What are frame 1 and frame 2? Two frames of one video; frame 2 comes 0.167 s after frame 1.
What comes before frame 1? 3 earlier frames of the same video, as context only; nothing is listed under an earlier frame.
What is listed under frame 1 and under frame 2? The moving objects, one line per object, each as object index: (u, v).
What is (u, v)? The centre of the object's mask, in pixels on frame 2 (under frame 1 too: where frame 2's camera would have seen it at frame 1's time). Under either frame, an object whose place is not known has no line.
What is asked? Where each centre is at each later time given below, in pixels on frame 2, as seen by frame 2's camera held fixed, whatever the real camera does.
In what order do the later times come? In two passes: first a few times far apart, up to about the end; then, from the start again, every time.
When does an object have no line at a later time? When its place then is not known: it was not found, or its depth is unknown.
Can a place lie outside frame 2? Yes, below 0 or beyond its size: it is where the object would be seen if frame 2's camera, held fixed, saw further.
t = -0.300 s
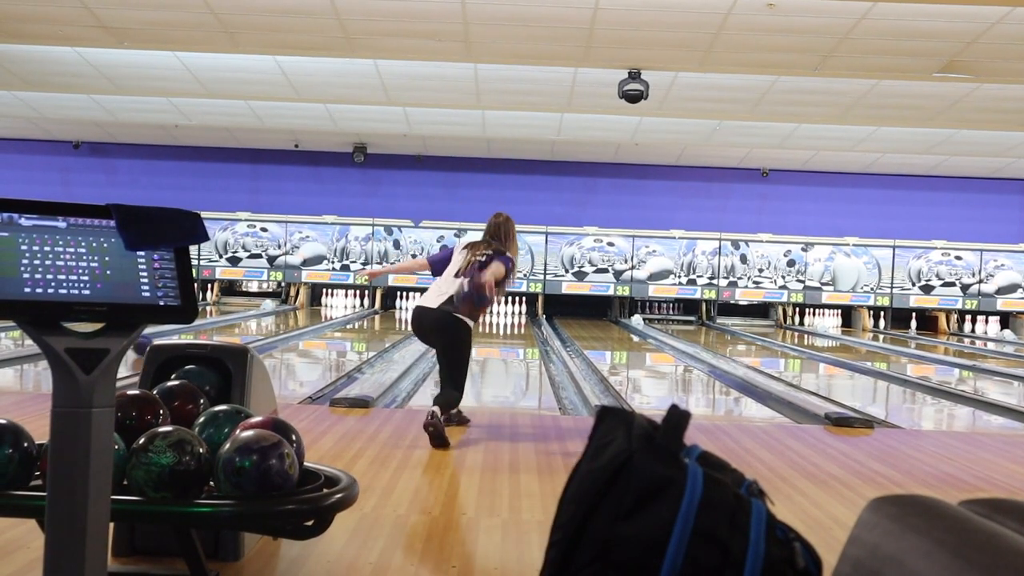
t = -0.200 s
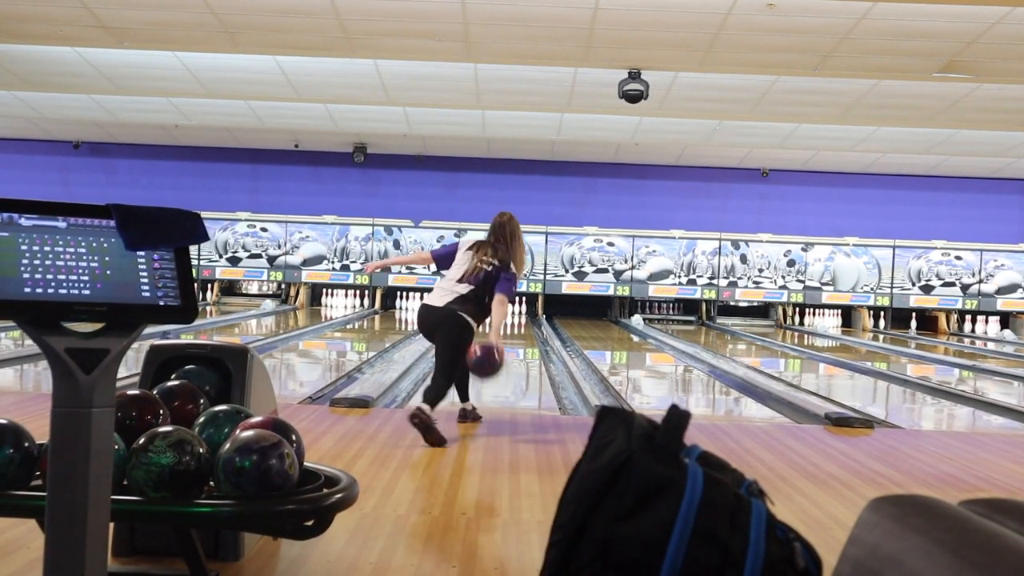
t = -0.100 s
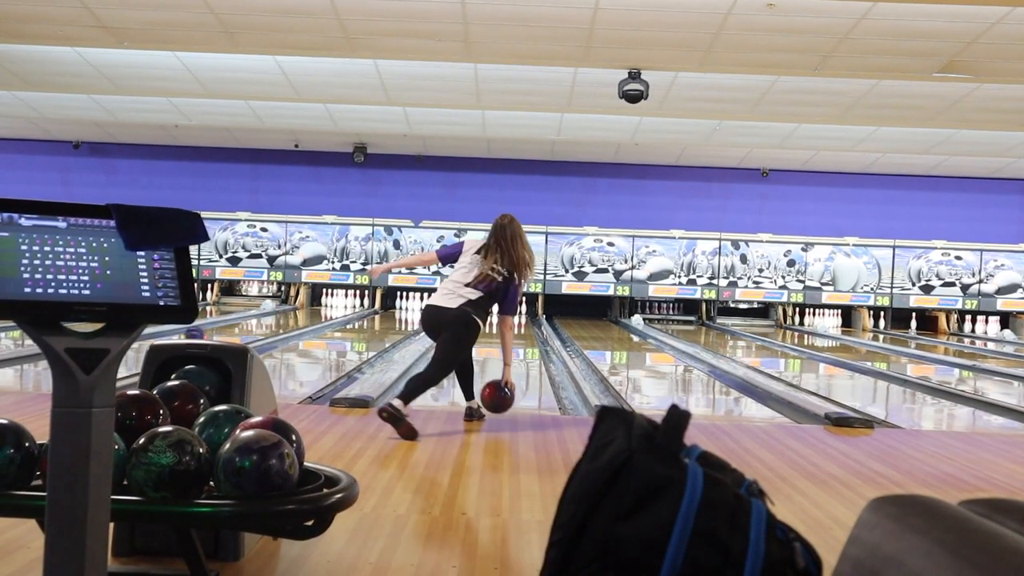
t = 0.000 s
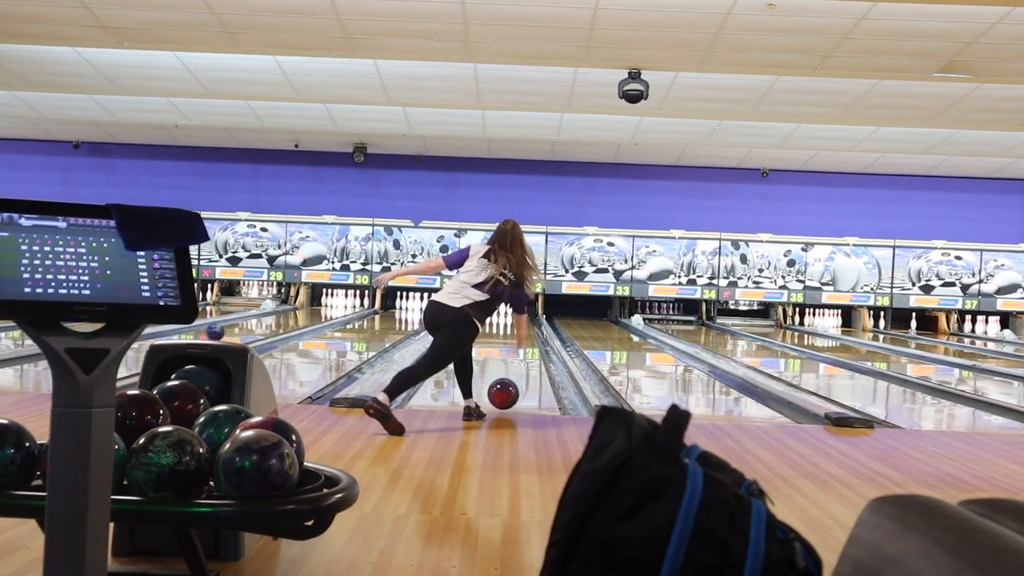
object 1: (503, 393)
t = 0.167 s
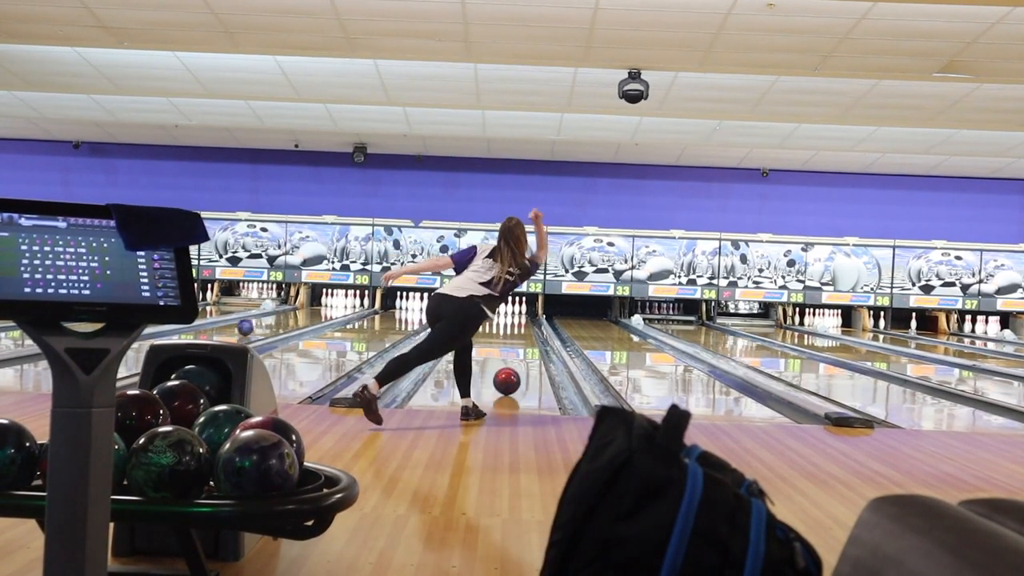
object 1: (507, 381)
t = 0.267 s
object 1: (508, 373)
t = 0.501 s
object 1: (511, 359)
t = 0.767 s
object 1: (513, 347)
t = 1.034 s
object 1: (515, 338)
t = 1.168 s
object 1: (515, 334)
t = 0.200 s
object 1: (507, 378)
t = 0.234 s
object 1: (508, 376)
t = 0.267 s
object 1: (508, 373)
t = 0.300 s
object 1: (509, 371)
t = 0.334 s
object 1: (509, 369)
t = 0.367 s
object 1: (510, 367)
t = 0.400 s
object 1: (510, 365)
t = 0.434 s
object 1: (511, 363)
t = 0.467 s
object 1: (511, 360)
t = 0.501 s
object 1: (511, 359)
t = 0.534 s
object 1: (512, 357)
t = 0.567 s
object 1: (513, 357)
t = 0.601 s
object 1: (512, 354)
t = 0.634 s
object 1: (512, 352)
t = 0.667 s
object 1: (513, 351)
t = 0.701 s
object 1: (513, 349)
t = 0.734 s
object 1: (513, 348)
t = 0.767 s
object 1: (513, 347)
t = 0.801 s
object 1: (514, 345)
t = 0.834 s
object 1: (514, 344)
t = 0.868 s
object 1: (514, 343)
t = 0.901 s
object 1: (514, 342)
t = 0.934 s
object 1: (515, 341)
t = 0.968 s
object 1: (515, 340)
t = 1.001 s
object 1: (515, 339)
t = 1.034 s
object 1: (515, 338)
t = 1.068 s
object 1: (515, 337)
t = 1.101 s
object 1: (510, 338)
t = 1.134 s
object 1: (517, 335)
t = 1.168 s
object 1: (515, 334)
